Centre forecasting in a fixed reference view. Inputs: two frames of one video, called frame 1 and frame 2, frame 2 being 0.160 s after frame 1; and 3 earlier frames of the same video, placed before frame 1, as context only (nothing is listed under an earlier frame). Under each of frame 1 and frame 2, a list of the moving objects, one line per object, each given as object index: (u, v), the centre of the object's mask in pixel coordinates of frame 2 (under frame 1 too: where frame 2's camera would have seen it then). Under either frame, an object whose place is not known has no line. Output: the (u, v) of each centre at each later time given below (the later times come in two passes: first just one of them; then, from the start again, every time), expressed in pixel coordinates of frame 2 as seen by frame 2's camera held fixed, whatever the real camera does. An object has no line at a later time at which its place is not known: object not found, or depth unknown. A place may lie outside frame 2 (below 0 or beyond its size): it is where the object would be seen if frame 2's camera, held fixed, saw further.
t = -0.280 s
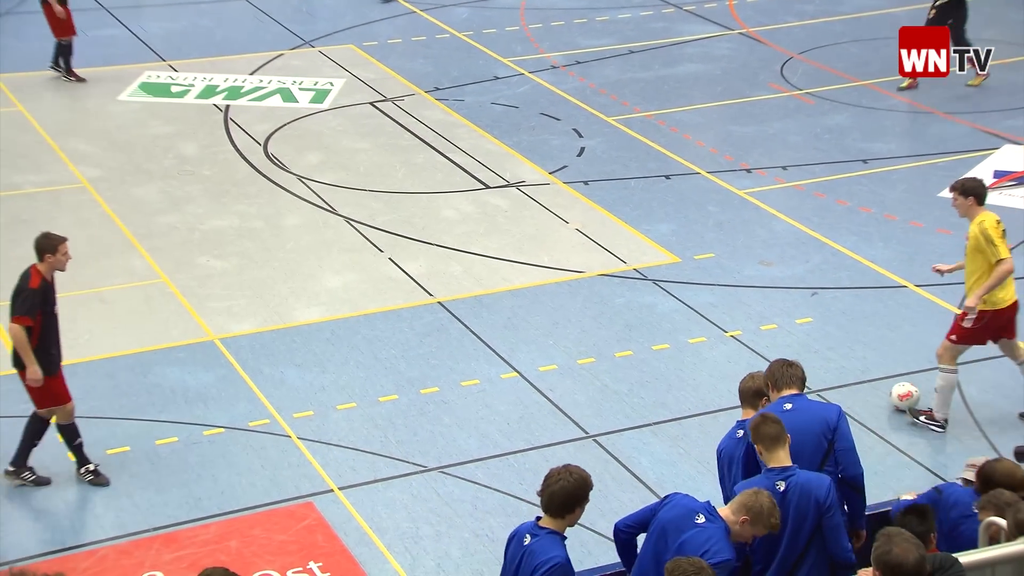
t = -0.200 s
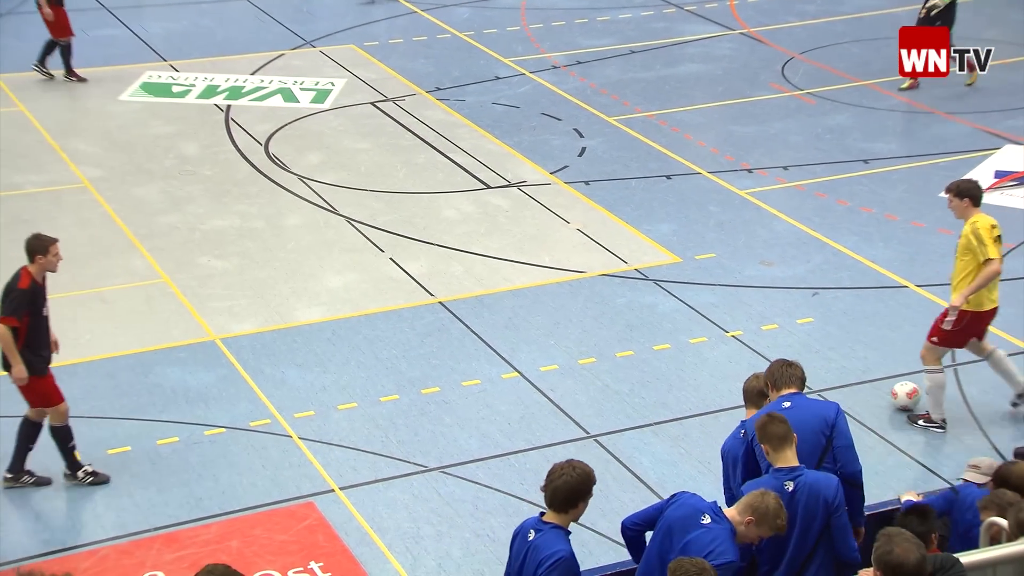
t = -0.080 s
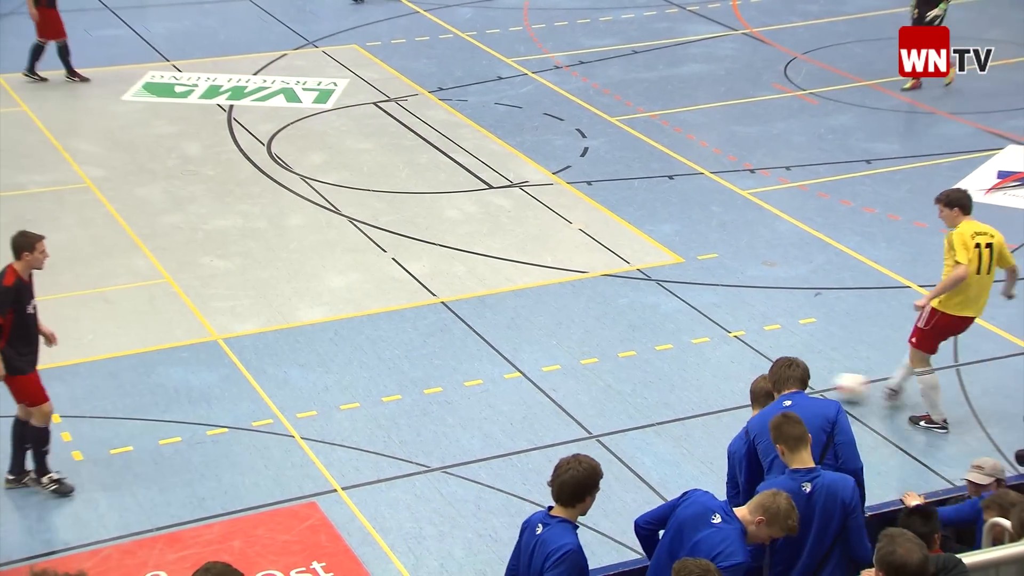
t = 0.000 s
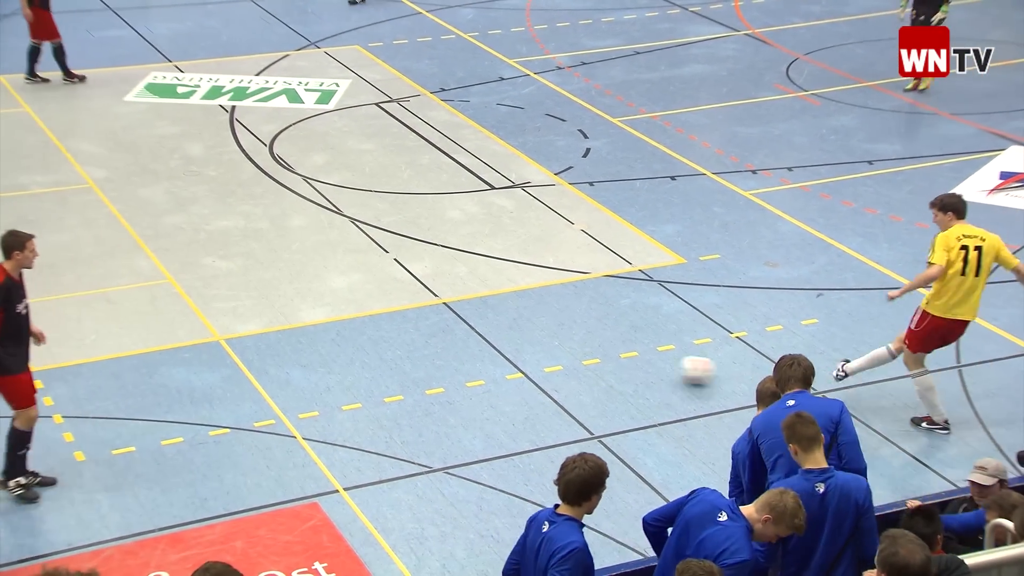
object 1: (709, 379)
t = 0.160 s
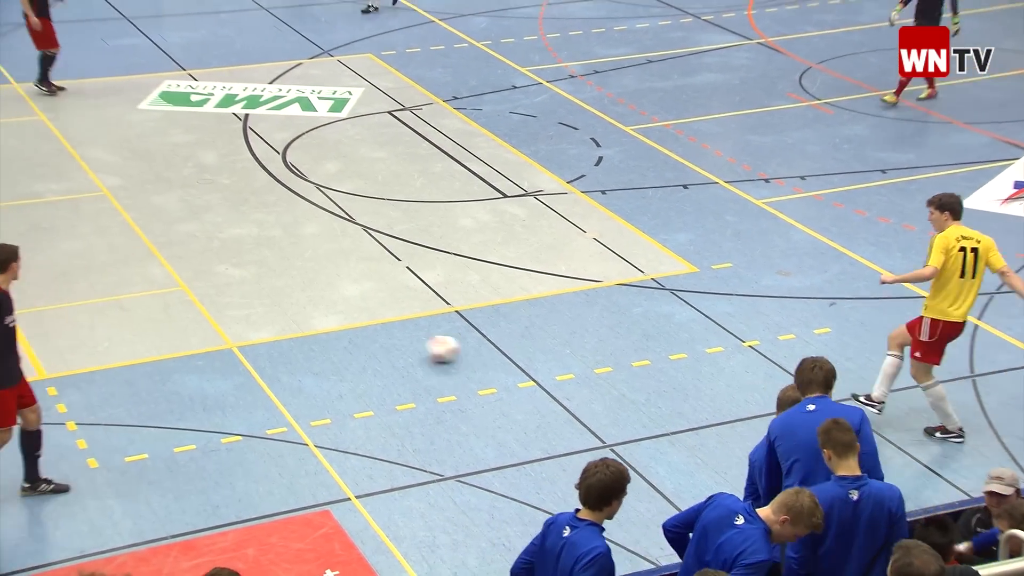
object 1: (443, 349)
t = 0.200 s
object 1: (383, 342)
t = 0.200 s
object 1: (383, 342)
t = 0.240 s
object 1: (326, 336)
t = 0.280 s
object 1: (271, 330)
